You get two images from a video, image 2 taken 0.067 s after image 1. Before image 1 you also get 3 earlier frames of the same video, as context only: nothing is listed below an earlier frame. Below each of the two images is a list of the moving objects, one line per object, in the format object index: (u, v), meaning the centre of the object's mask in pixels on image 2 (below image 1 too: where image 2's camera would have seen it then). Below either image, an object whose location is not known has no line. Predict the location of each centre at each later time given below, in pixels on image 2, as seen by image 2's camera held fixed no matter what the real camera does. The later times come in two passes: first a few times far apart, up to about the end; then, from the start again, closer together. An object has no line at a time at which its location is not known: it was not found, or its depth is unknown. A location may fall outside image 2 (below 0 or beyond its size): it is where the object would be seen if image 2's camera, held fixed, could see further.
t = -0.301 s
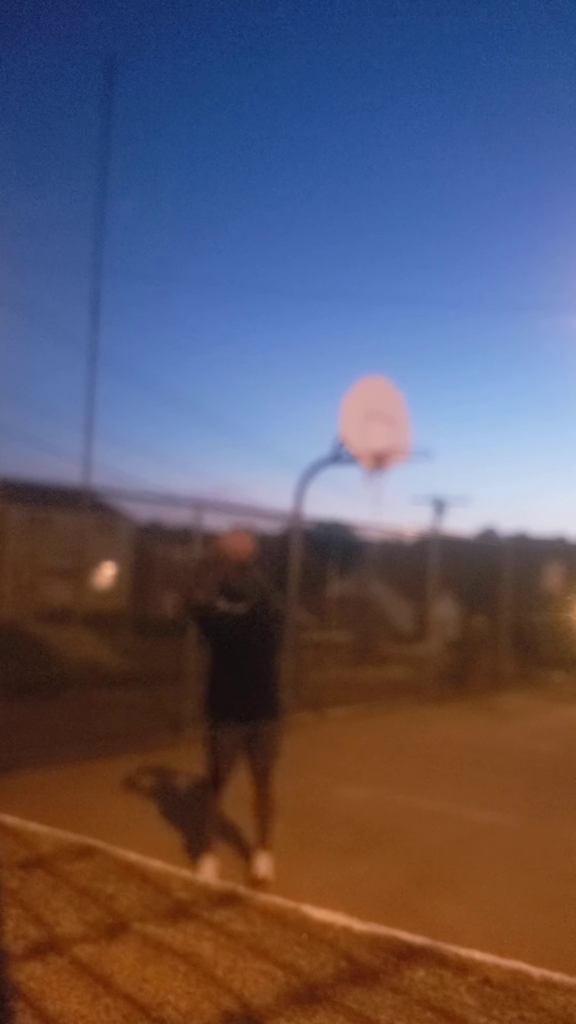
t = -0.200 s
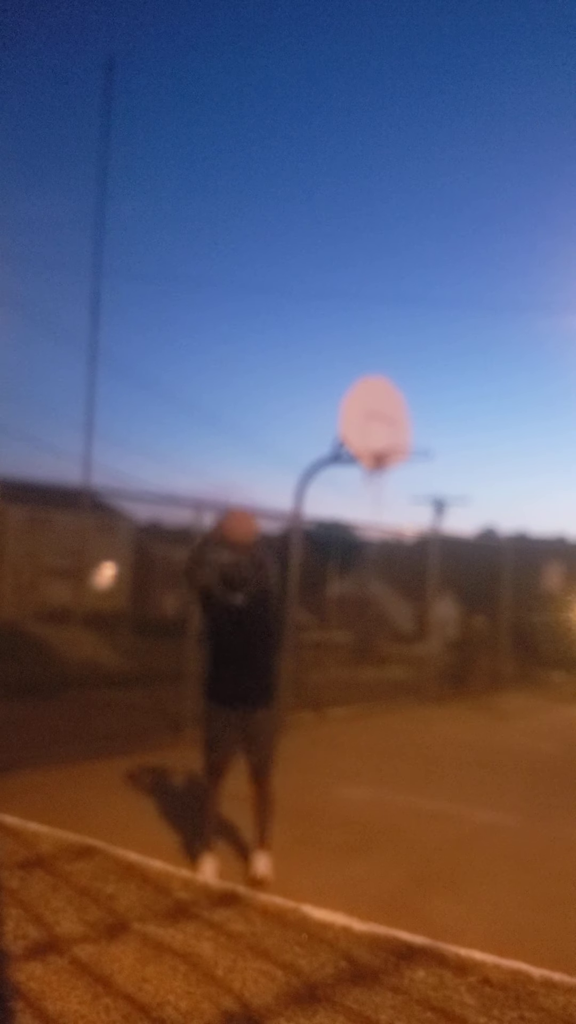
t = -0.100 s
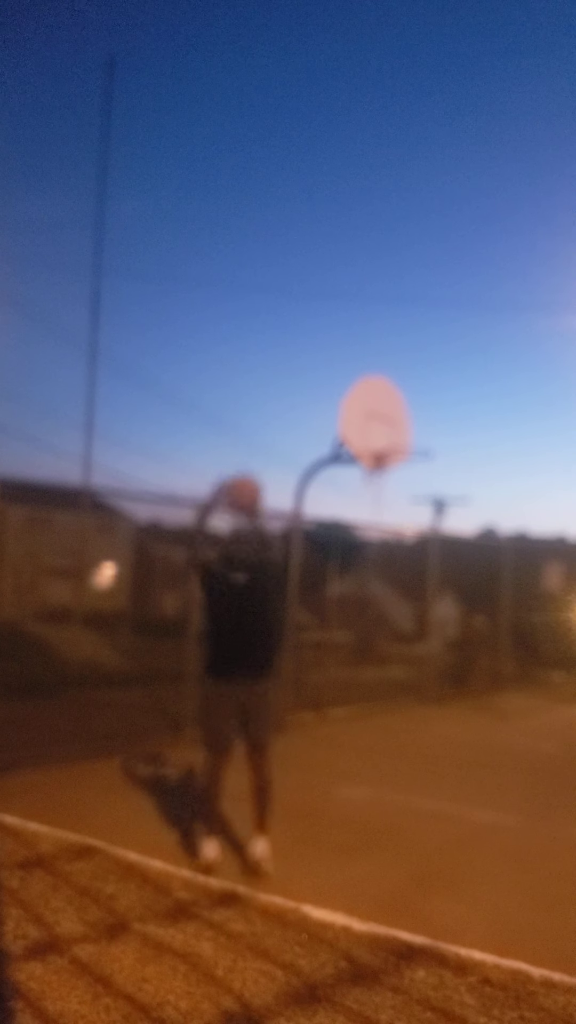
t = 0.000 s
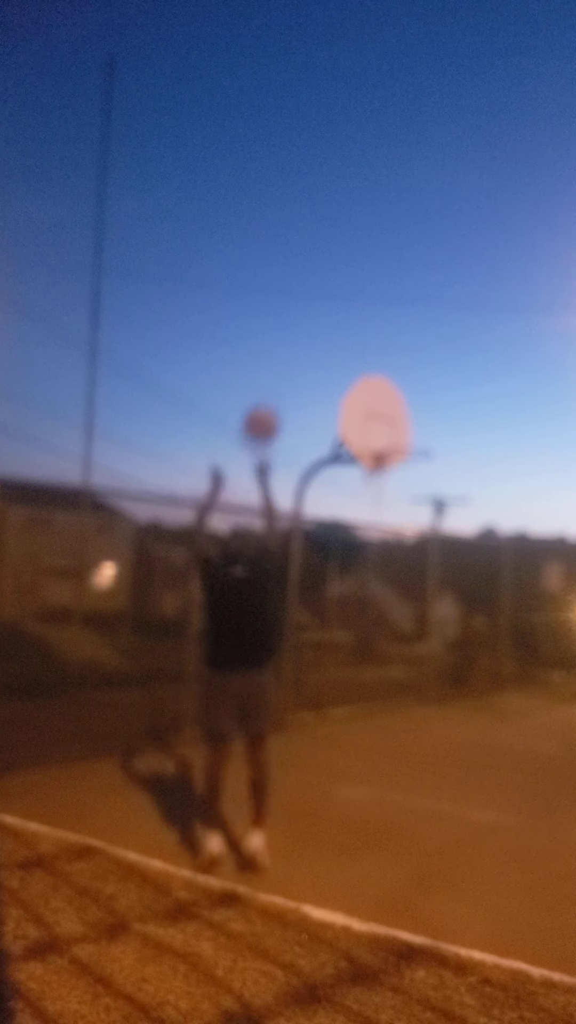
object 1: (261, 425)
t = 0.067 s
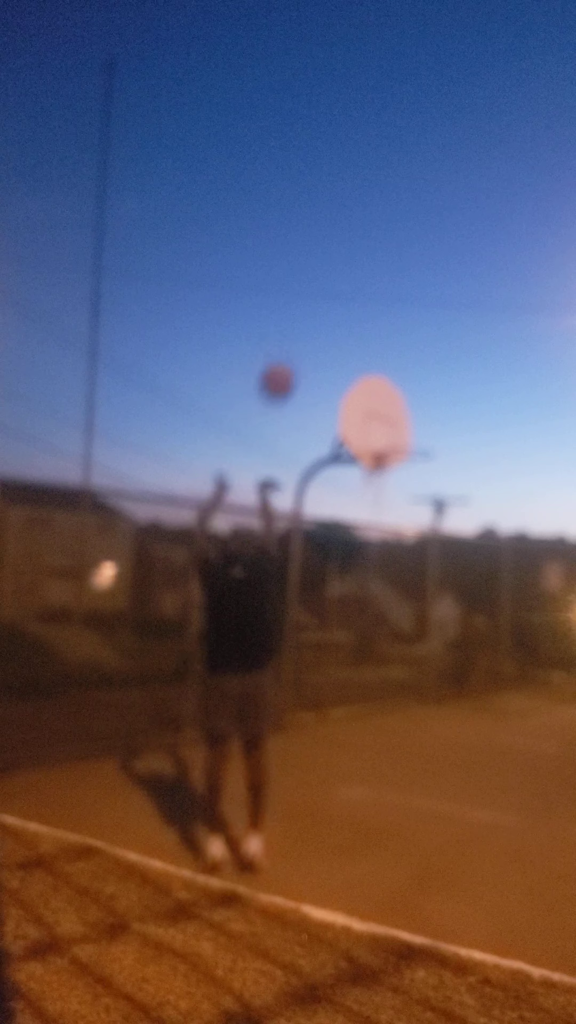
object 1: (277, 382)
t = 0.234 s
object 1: (312, 314)
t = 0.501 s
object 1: (351, 295)
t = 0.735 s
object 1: (375, 342)
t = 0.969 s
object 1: (392, 431)
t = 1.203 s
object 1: (458, 430)
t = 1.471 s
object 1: (543, 468)
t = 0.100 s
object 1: (285, 364)
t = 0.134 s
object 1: (292, 349)
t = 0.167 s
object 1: (299, 335)
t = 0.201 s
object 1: (306, 324)
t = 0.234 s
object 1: (312, 314)
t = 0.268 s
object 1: (318, 307)
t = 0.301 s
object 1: (324, 300)
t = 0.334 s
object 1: (329, 296)
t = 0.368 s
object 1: (333, 293)
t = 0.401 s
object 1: (339, 292)
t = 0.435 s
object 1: (344, 291)
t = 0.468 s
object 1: (348, 292)
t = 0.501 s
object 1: (351, 295)
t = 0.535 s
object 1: (356, 298)
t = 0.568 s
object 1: (359, 303)
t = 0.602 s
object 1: (362, 309)
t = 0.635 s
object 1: (366, 315)
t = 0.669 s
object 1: (369, 323)
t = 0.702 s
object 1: (372, 332)
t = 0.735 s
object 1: (375, 342)
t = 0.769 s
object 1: (378, 352)
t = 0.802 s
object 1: (381, 364)
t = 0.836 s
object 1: (383, 374)
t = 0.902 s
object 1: (388, 401)
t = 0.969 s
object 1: (392, 431)
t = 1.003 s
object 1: (395, 445)
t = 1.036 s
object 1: (404, 441)
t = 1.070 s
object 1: (415, 436)
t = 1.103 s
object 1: (427, 433)
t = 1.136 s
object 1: (438, 431)
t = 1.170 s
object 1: (448, 430)
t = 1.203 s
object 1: (458, 430)
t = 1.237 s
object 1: (470, 431)
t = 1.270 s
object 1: (480, 433)
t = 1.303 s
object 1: (491, 436)
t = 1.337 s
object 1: (501, 440)
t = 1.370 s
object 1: (512, 446)
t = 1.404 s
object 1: (522, 452)
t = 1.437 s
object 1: (532, 460)
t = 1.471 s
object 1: (543, 468)
